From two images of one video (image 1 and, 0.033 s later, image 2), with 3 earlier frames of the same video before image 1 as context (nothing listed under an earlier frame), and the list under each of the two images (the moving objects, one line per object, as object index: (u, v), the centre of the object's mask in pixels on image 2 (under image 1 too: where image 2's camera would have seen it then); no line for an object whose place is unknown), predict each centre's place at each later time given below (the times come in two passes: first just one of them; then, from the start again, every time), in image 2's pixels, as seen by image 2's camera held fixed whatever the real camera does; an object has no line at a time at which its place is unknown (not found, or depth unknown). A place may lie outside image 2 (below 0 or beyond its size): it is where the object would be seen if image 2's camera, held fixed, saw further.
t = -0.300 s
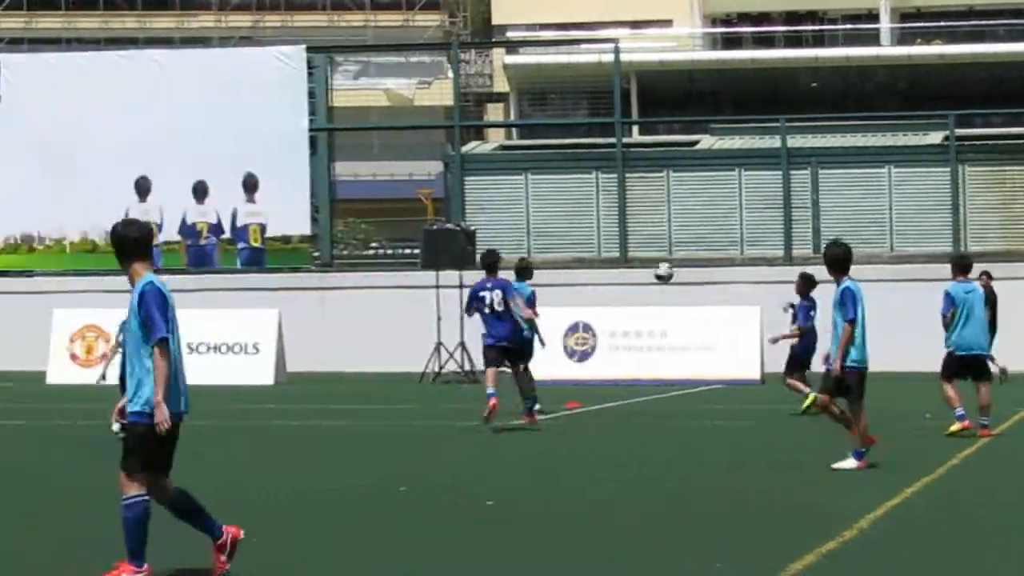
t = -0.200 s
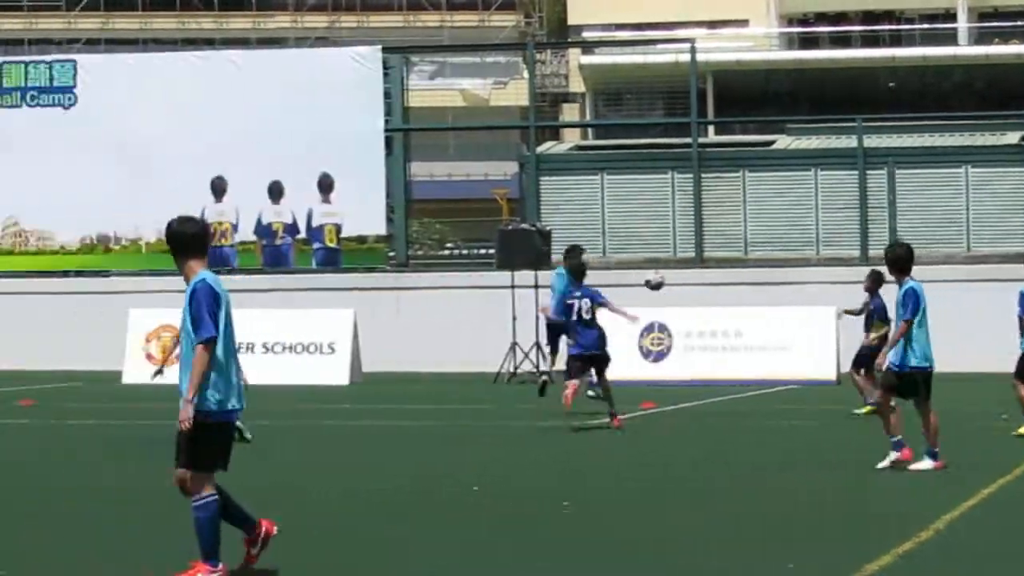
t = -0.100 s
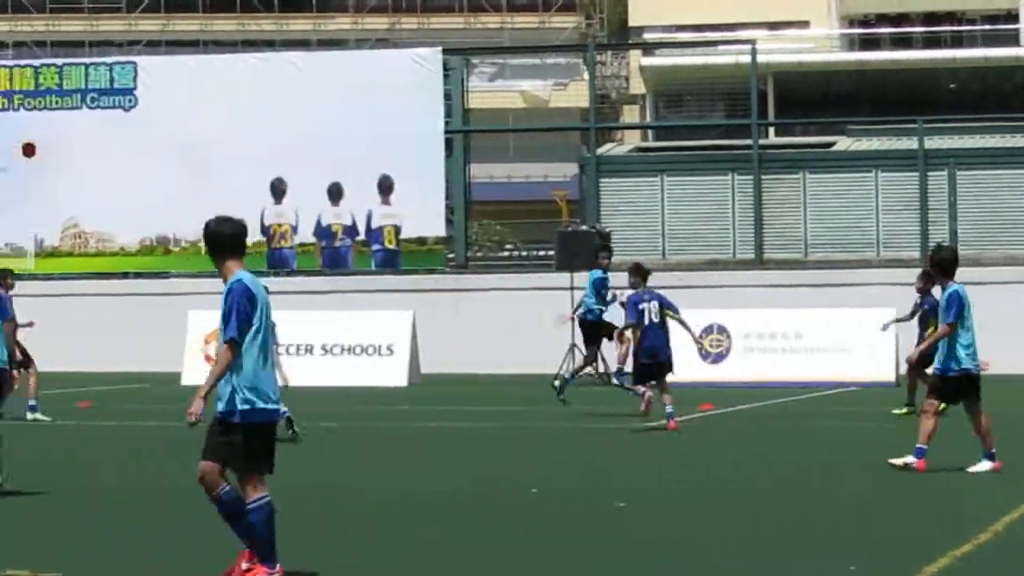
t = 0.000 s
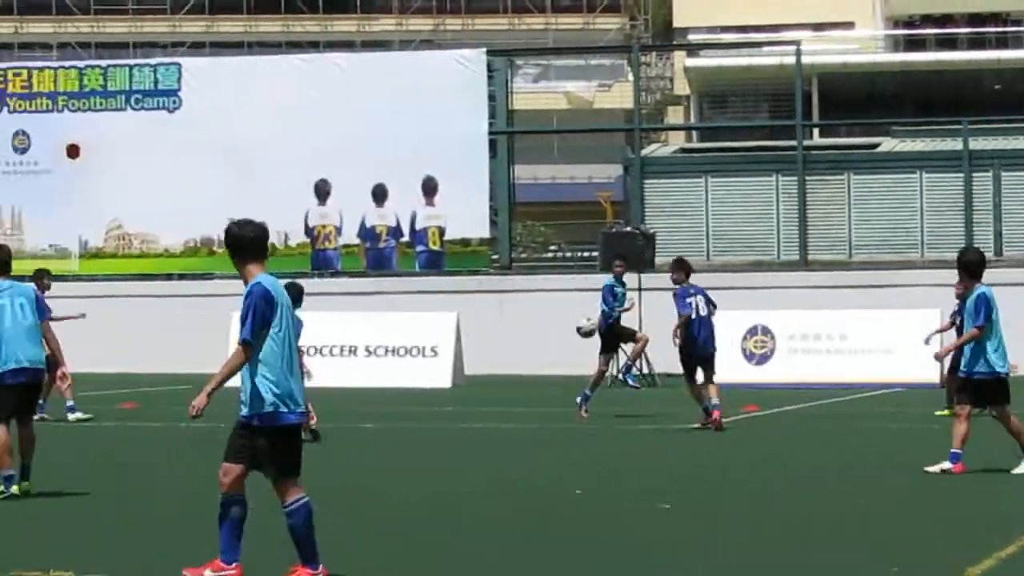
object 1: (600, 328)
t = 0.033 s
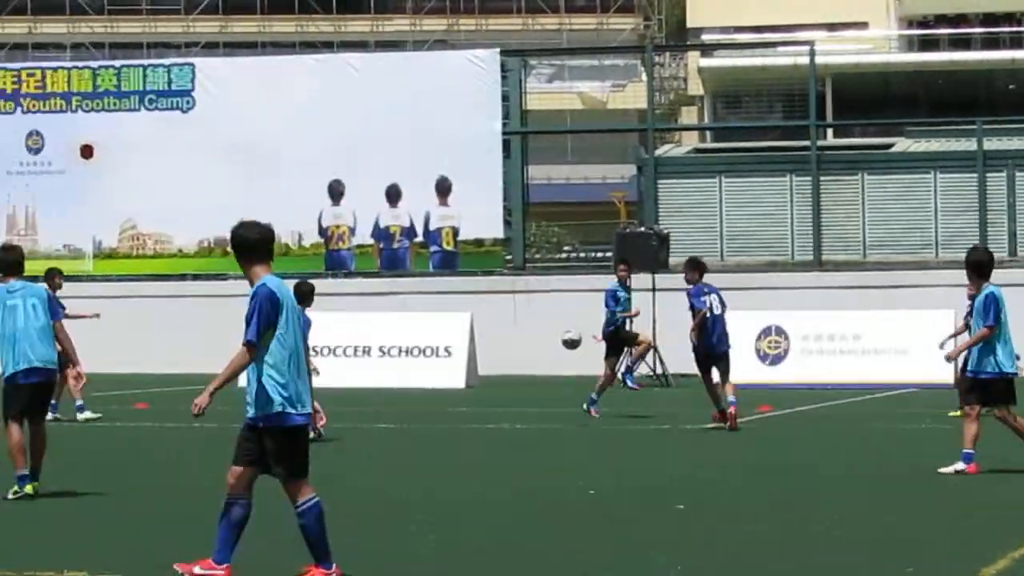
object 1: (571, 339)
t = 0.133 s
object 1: (485, 380)
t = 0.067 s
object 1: (542, 352)
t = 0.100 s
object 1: (513, 366)
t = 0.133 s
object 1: (485, 380)
